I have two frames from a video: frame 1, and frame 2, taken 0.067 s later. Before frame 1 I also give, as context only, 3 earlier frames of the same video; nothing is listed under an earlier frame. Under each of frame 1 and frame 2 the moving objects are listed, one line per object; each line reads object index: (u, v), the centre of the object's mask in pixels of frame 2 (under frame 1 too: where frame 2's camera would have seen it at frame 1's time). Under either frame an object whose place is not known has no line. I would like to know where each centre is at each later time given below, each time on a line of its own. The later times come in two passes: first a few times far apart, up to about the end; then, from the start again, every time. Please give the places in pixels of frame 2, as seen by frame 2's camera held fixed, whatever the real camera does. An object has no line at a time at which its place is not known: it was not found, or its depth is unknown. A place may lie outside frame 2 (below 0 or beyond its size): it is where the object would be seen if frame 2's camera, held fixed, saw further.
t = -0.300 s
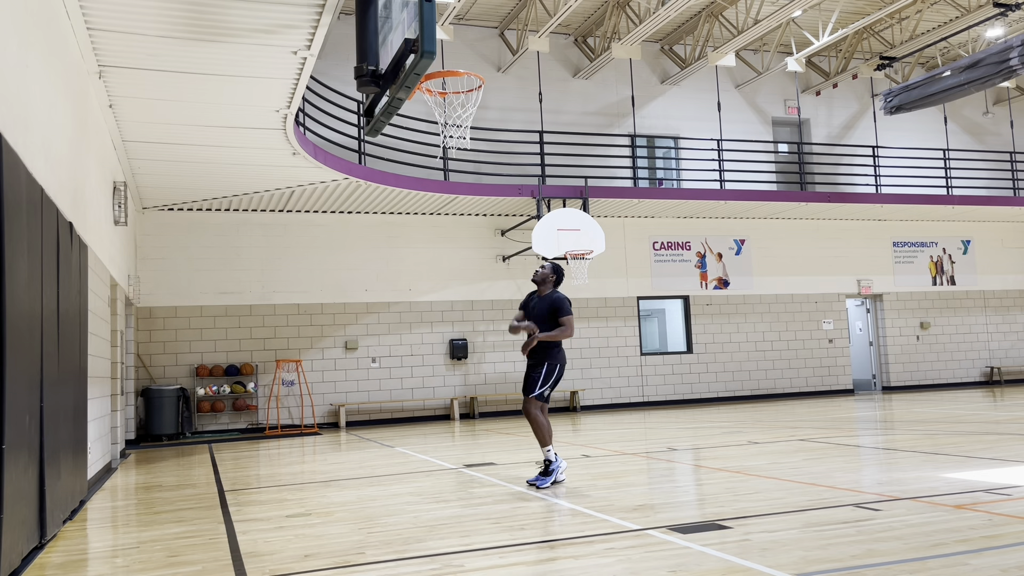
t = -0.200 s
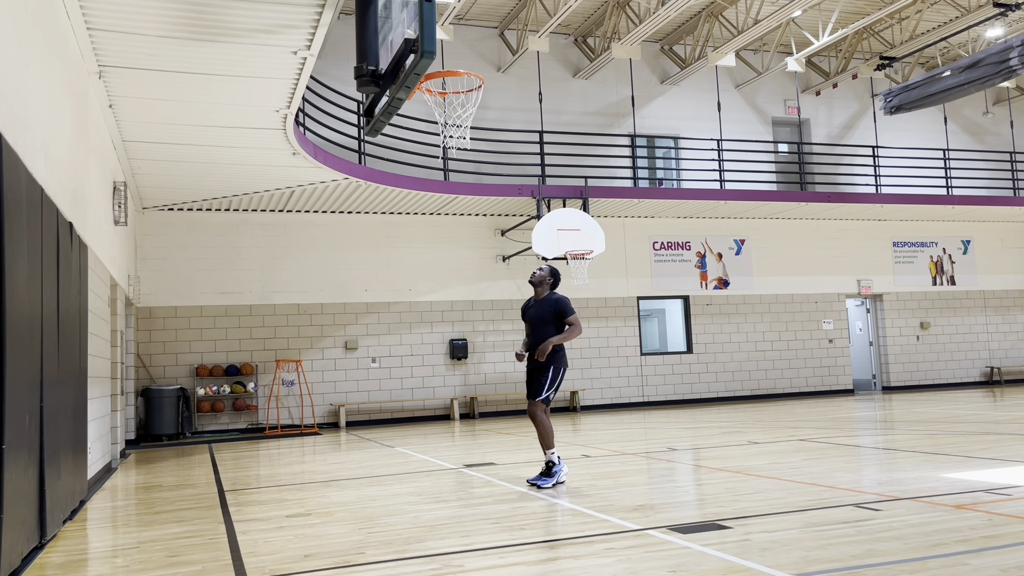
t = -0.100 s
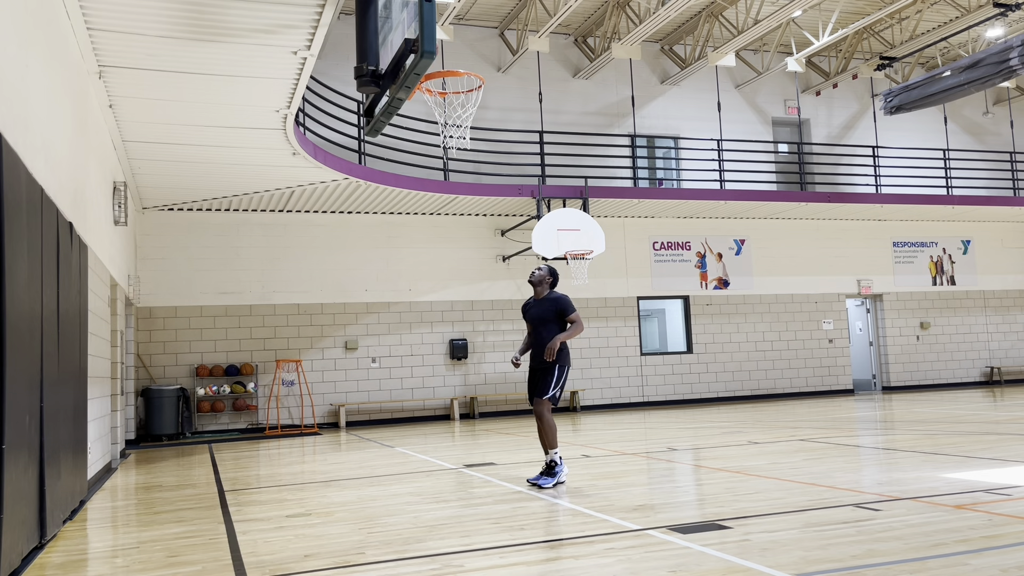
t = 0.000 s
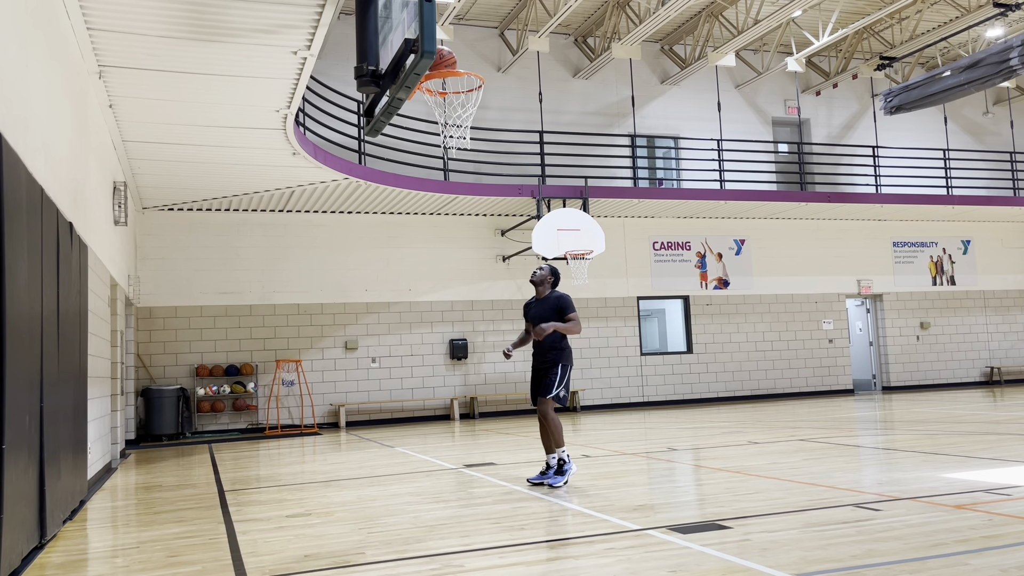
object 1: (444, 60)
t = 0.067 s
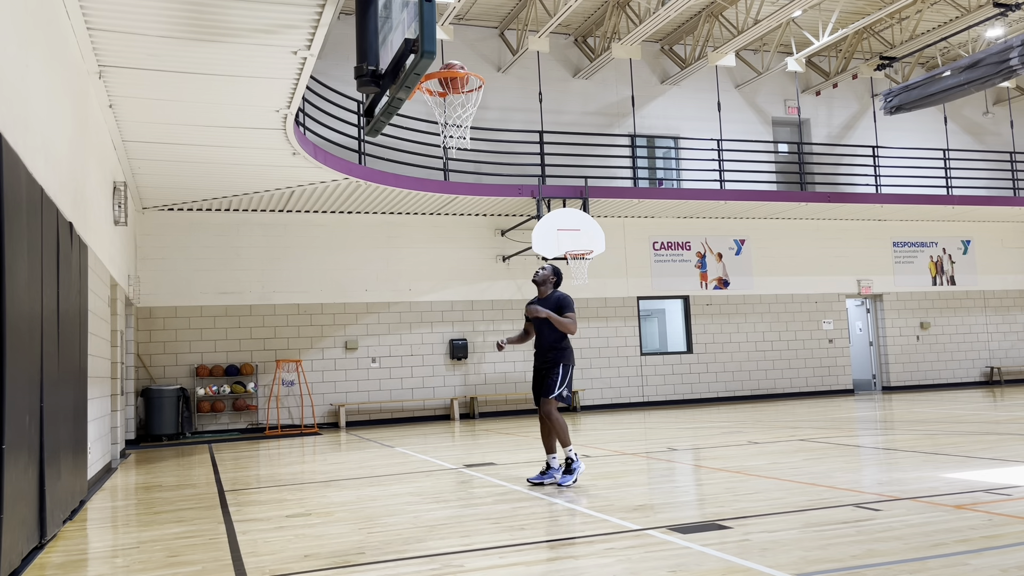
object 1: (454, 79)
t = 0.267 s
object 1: (461, 81)
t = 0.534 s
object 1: (434, 140)
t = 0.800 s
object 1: (422, 270)
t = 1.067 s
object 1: (415, 477)
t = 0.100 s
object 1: (455, 77)
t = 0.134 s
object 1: (457, 70)
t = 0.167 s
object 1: (459, 70)
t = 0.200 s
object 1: (461, 76)
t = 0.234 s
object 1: (463, 78)
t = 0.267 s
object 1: (461, 81)
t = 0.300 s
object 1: (457, 86)
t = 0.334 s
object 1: (453, 90)
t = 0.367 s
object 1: (449, 95)
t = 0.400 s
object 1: (445, 102)
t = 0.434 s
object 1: (442, 111)
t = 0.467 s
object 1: (439, 121)
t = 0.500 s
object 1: (436, 130)
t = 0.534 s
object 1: (434, 140)
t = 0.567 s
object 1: (433, 151)
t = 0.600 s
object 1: (431, 165)
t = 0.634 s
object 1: (430, 179)
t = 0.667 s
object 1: (428, 194)
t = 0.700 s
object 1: (426, 212)
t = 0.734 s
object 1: (425, 230)
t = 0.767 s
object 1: (424, 249)
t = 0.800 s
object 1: (422, 270)
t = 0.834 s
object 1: (421, 293)
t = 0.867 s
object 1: (420, 317)
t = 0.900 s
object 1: (419, 342)
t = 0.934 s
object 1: (418, 369)
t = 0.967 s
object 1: (417, 397)
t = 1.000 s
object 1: (416, 425)
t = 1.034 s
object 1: (415, 457)
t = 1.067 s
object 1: (415, 477)
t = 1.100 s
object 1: (413, 452)
